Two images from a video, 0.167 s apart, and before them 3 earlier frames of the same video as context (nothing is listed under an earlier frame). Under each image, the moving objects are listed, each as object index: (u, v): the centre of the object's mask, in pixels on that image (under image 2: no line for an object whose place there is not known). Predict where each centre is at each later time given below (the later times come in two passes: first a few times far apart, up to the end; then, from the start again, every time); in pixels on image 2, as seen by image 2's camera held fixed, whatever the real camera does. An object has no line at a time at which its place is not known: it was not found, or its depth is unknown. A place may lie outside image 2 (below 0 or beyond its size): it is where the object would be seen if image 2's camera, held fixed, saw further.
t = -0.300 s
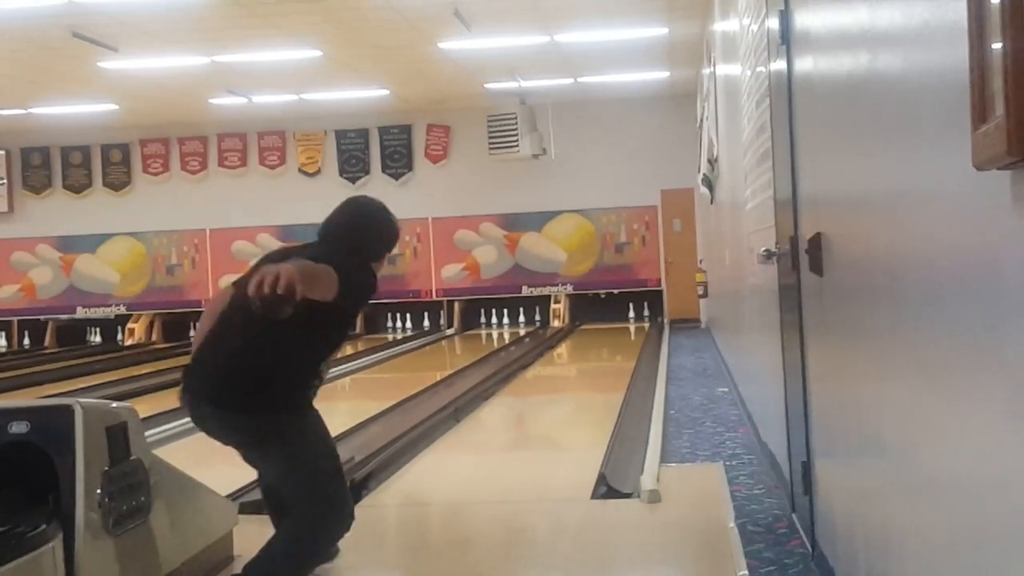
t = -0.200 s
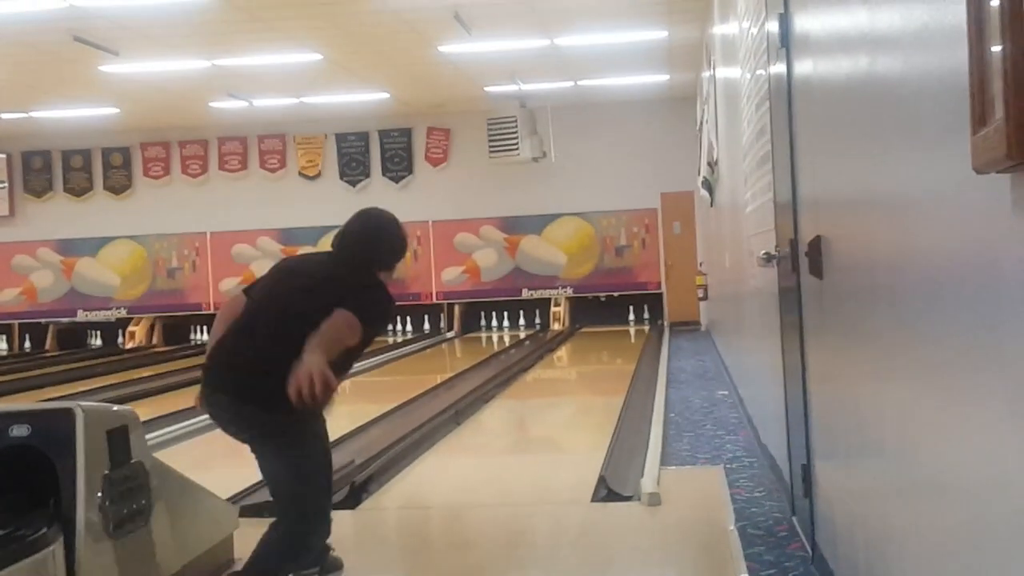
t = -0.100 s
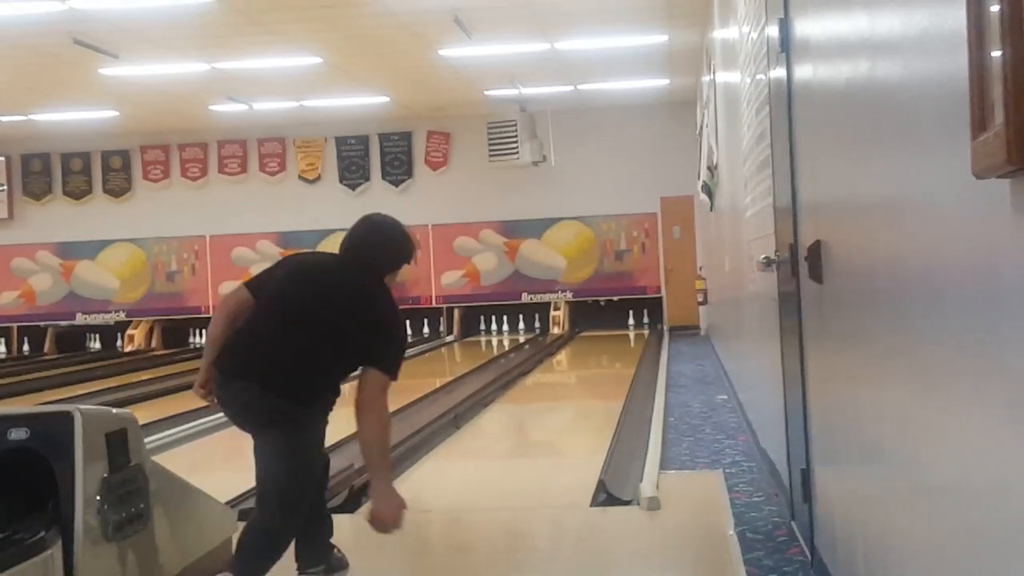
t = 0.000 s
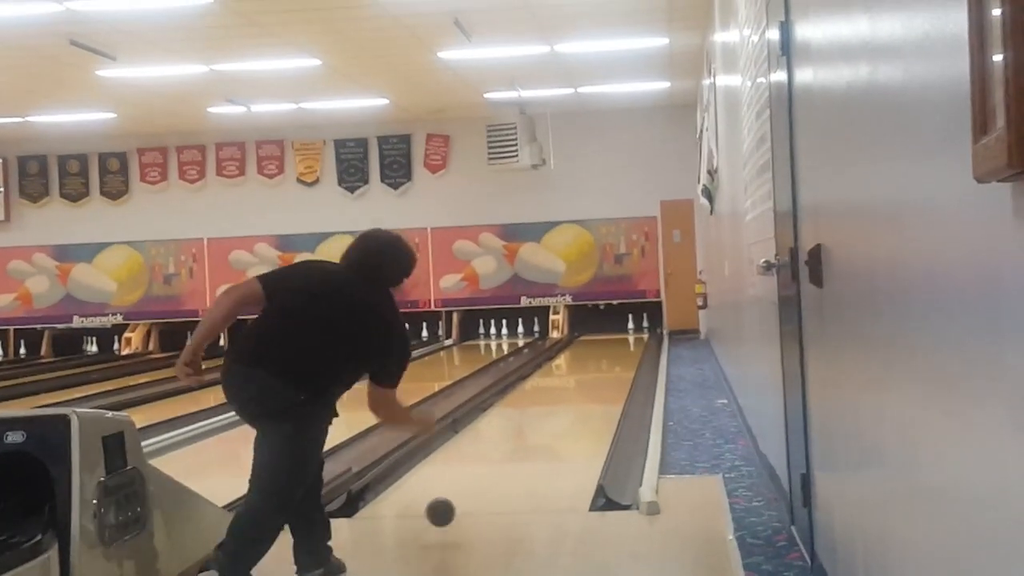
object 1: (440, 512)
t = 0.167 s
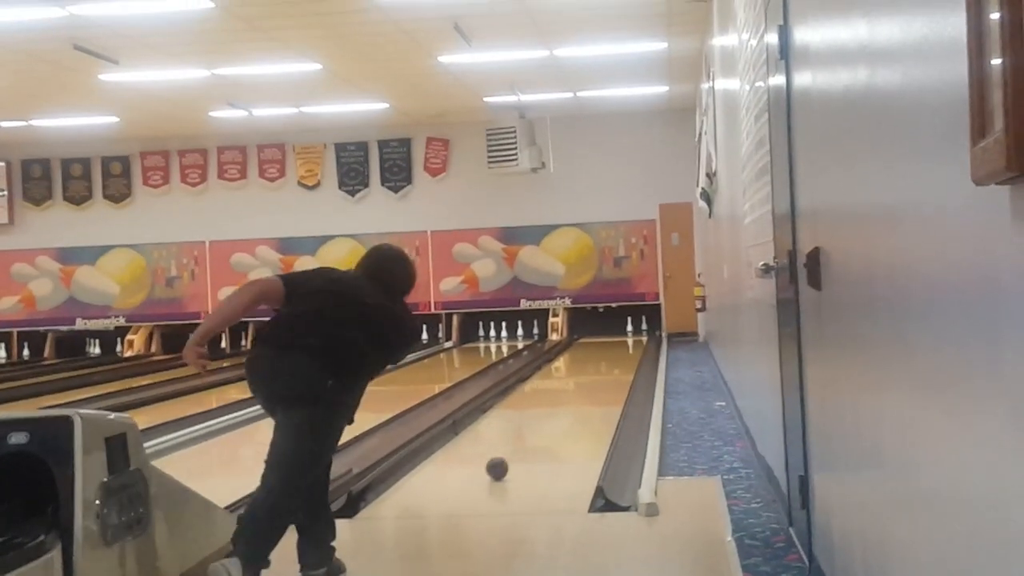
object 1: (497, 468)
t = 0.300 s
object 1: (526, 438)
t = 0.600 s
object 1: (566, 396)
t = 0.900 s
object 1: (589, 371)
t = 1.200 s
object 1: (603, 355)
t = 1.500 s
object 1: (614, 342)
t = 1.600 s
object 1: (617, 341)
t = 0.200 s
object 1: (505, 460)
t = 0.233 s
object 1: (513, 452)
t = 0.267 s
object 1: (520, 445)
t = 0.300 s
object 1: (526, 438)
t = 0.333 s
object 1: (532, 432)
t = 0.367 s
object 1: (538, 427)
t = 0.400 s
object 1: (542, 421)
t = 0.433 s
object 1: (548, 418)
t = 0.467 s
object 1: (551, 413)
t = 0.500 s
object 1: (555, 407)
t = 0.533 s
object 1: (559, 403)
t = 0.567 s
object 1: (563, 400)
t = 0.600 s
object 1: (566, 396)
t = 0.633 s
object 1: (569, 392)
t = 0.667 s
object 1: (572, 389)
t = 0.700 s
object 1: (575, 386)
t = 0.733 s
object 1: (578, 384)
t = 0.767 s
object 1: (580, 382)
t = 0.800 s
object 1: (582, 379)
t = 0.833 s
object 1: (585, 375)
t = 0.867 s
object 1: (586, 373)
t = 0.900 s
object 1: (589, 371)
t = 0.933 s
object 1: (591, 369)
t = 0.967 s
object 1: (593, 367)
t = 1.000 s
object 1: (594, 365)
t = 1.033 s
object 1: (596, 363)
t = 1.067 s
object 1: (598, 361)
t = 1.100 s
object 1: (599, 360)
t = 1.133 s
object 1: (601, 358)
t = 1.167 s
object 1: (602, 356)
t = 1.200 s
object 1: (603, 355)
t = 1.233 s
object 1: (605, 353)
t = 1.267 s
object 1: (607, 352)
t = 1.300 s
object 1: (607, 351)
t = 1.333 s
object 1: (609, 350)
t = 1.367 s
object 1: (610, 348)
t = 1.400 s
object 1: (611, 347)
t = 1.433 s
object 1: (612, 347)
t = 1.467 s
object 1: (613, 344)
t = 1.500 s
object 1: (614, 342)
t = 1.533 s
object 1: (615, 342)
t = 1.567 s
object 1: (616, 341)
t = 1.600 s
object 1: (617, 341)
